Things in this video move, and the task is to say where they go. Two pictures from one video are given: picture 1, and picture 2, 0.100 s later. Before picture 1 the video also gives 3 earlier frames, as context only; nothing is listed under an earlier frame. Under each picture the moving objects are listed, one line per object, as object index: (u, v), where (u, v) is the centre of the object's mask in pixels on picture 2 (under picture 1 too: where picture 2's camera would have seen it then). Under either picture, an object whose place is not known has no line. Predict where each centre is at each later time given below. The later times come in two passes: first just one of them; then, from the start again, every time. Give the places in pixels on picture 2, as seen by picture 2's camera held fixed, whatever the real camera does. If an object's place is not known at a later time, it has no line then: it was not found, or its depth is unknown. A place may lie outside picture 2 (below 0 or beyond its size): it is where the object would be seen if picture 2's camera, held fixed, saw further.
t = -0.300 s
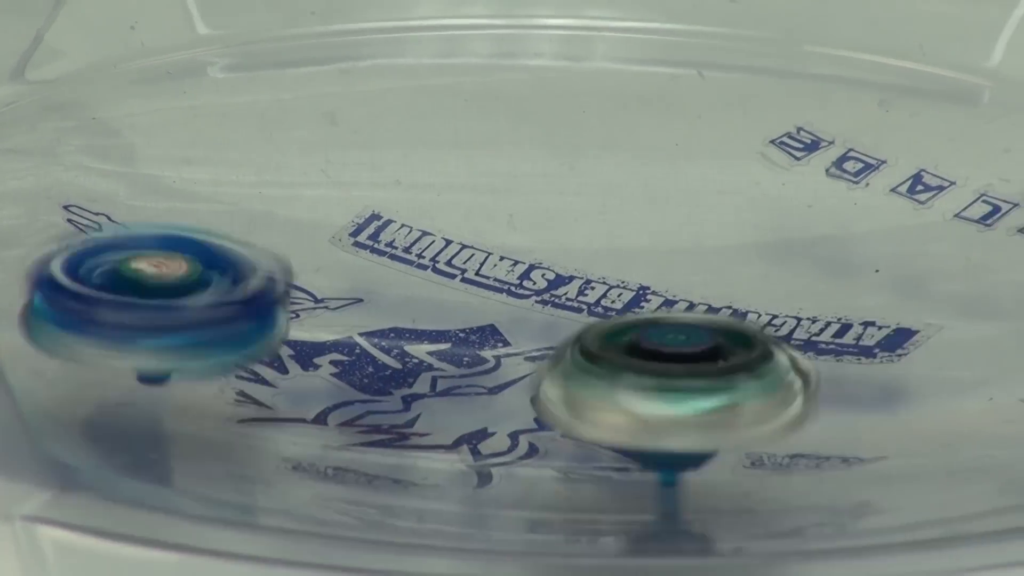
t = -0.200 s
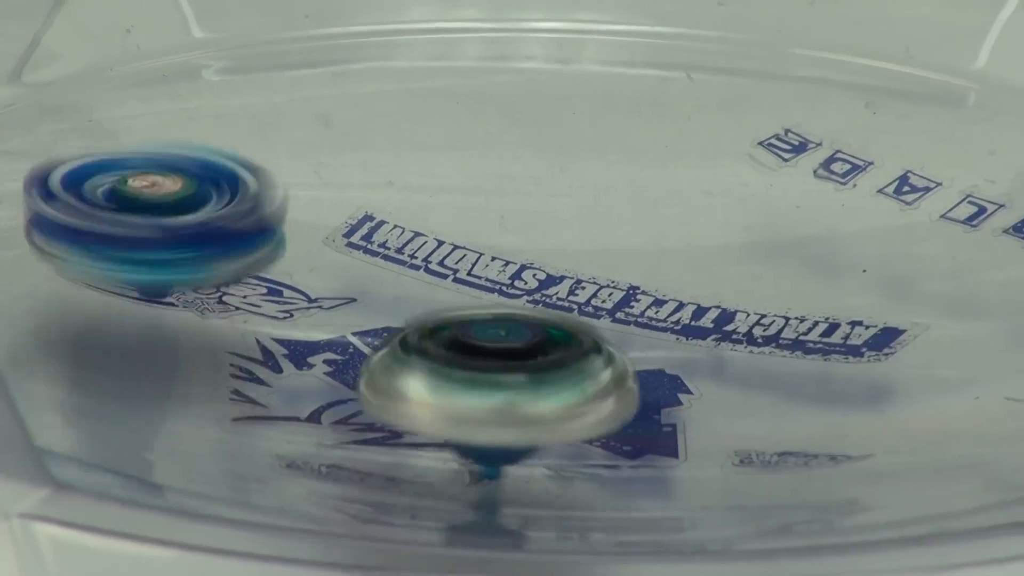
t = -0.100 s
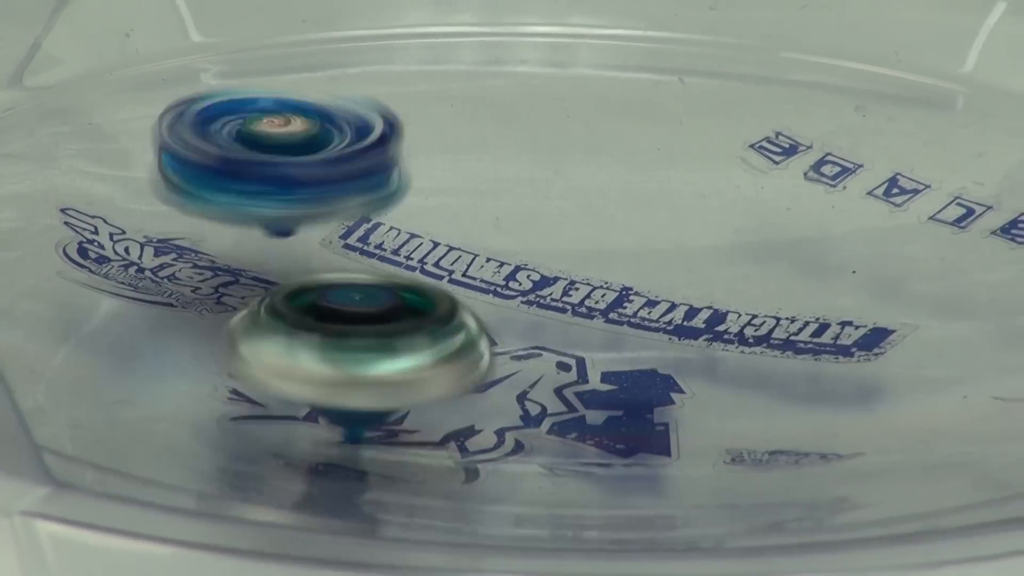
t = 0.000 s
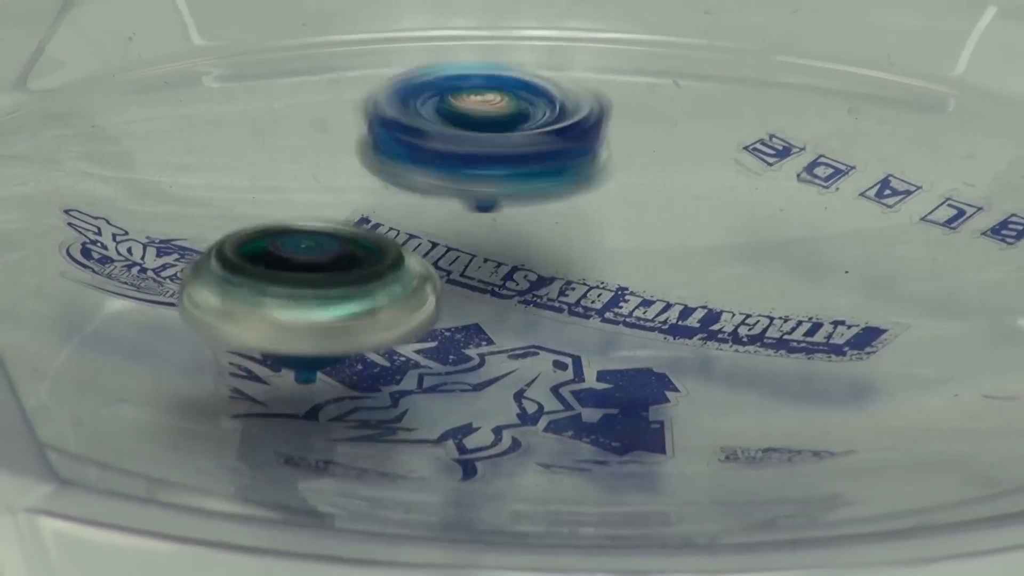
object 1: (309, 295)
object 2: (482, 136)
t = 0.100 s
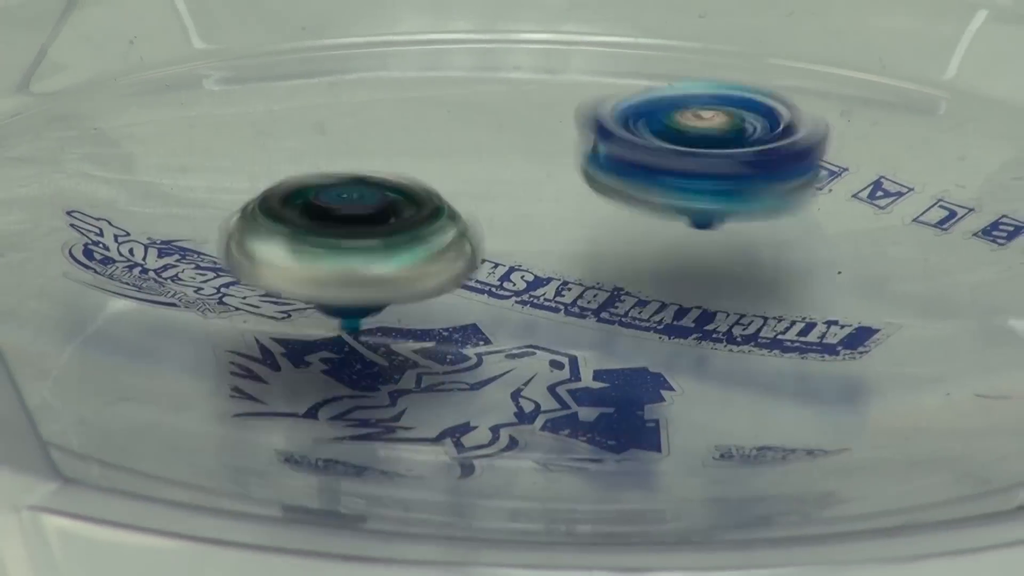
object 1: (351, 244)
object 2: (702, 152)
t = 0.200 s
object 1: (463, 207)
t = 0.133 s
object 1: (379, 230)
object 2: (768, 166)
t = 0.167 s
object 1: (418, 218)
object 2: (831, 184)
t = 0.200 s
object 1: (463, 207)
